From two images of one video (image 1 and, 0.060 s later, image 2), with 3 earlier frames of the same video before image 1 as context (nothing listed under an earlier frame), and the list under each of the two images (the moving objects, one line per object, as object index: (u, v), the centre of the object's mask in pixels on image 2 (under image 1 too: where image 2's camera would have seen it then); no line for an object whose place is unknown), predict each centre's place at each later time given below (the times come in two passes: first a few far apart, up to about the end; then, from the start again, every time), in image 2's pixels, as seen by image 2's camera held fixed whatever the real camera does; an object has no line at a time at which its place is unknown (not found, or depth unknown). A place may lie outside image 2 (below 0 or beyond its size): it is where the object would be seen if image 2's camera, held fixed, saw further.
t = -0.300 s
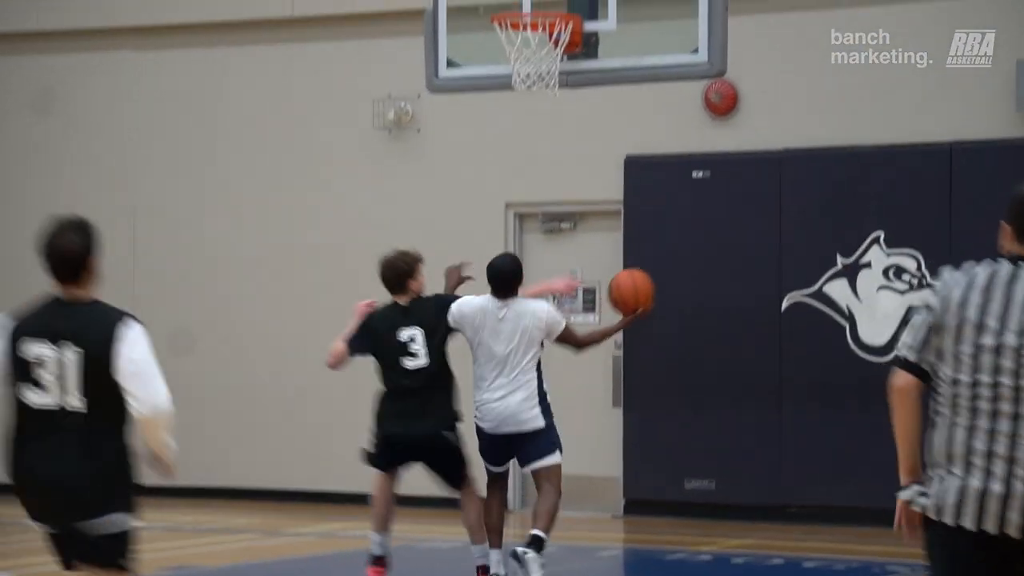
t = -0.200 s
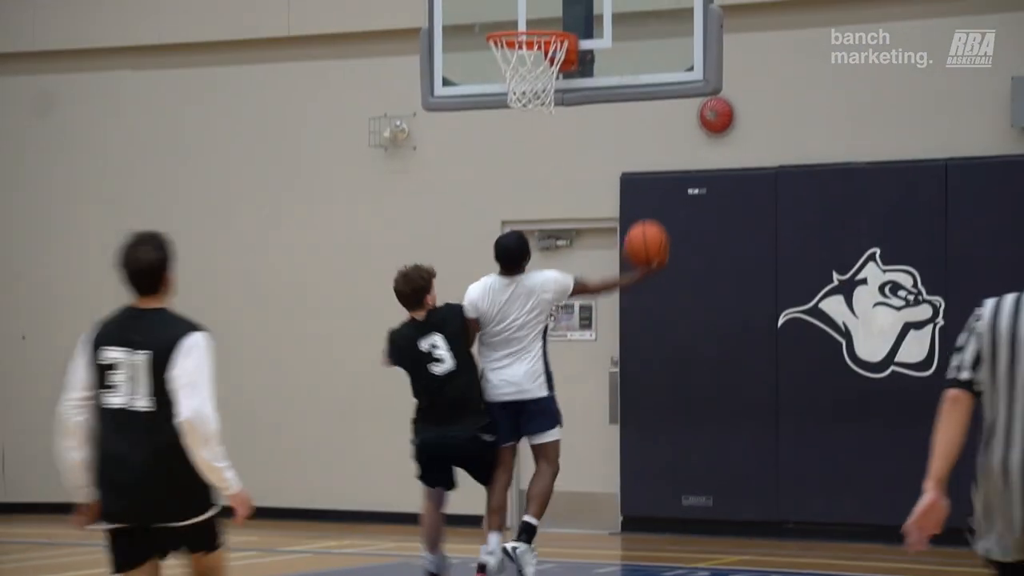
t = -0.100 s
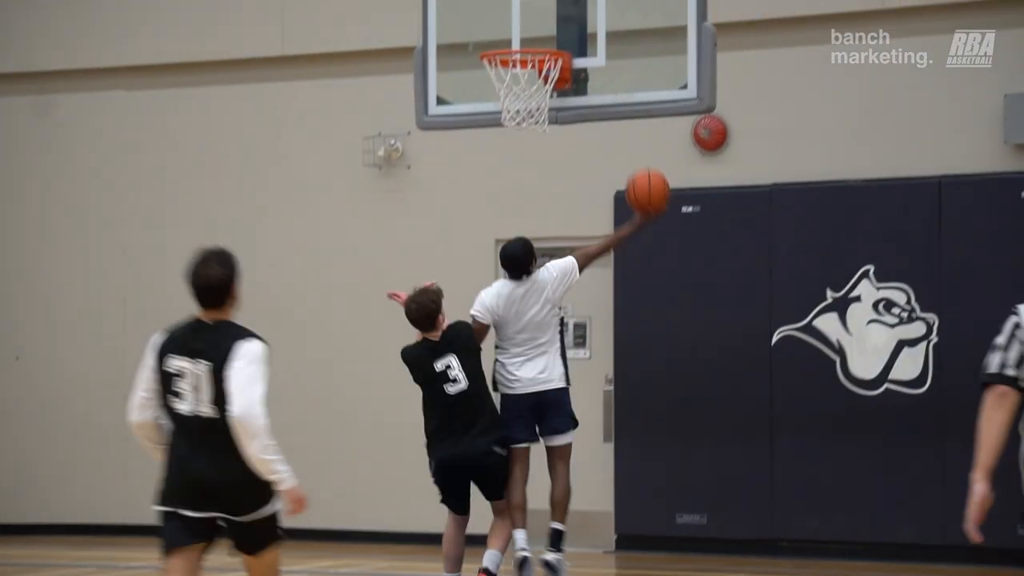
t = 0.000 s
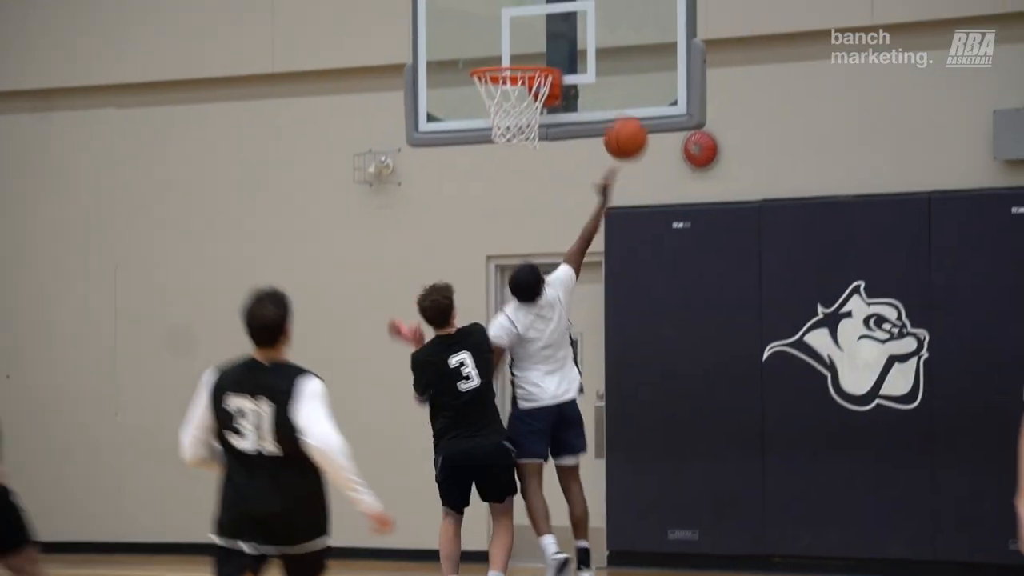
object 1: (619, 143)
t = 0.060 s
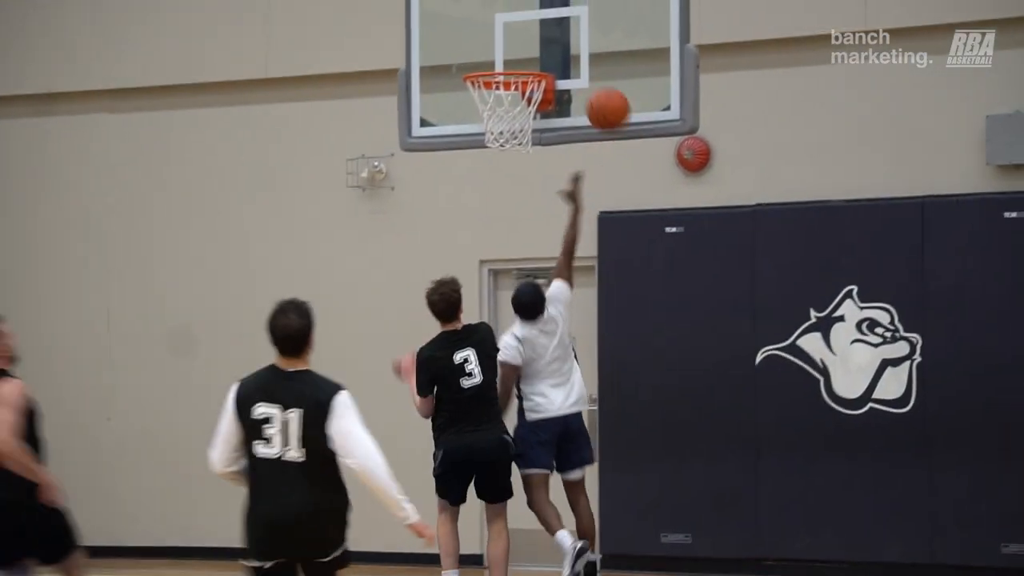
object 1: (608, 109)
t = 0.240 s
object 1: (574, 48)
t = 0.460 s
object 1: (518, 50)
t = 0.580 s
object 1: (501, 80)
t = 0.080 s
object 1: (604, 100)
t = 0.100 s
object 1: (601, 91)
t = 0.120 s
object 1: (598, 83)
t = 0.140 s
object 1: (595, 75)
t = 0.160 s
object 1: (592, 69)
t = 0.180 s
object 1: (588, 63)
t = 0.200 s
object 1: (584, 57)
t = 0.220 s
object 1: (579, 52)
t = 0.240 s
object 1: (574, 48)
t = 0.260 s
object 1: (569, 45)
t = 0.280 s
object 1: (564, 43)
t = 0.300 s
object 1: (559, 41)
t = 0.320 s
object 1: (554, 40)
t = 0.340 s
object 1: (549, 39)
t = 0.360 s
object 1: (544, 39)
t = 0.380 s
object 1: (539, 40)
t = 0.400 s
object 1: (534, 41)
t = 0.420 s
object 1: (529, 44)
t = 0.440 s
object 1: (524, 46)
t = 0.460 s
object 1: (518, 50)
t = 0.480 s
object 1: (513, 53)
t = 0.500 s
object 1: (507, 56)
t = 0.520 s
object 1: (502, 59)
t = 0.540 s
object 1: (501, 70)
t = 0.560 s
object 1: (501, 75)
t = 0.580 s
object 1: (501, 80)
